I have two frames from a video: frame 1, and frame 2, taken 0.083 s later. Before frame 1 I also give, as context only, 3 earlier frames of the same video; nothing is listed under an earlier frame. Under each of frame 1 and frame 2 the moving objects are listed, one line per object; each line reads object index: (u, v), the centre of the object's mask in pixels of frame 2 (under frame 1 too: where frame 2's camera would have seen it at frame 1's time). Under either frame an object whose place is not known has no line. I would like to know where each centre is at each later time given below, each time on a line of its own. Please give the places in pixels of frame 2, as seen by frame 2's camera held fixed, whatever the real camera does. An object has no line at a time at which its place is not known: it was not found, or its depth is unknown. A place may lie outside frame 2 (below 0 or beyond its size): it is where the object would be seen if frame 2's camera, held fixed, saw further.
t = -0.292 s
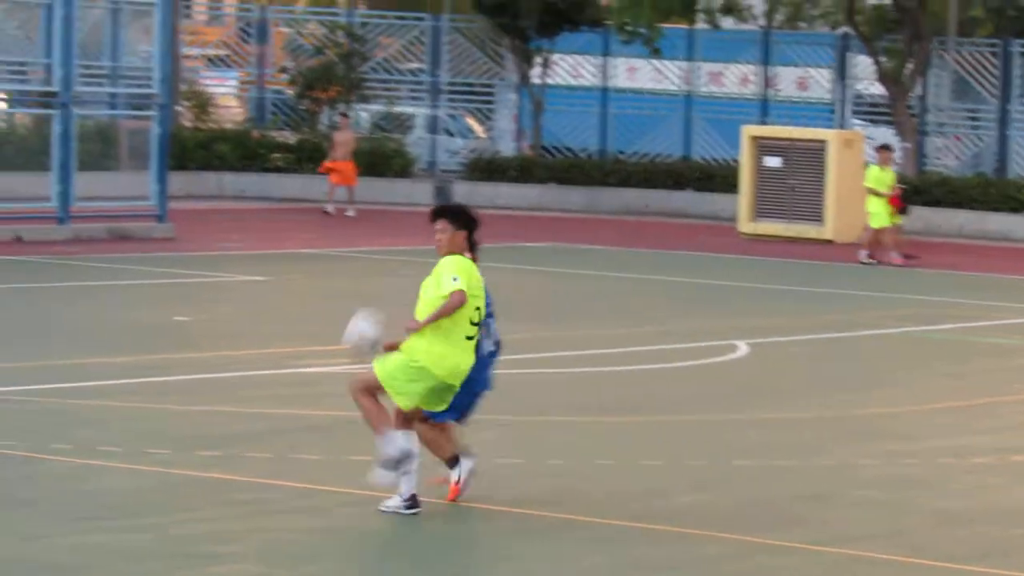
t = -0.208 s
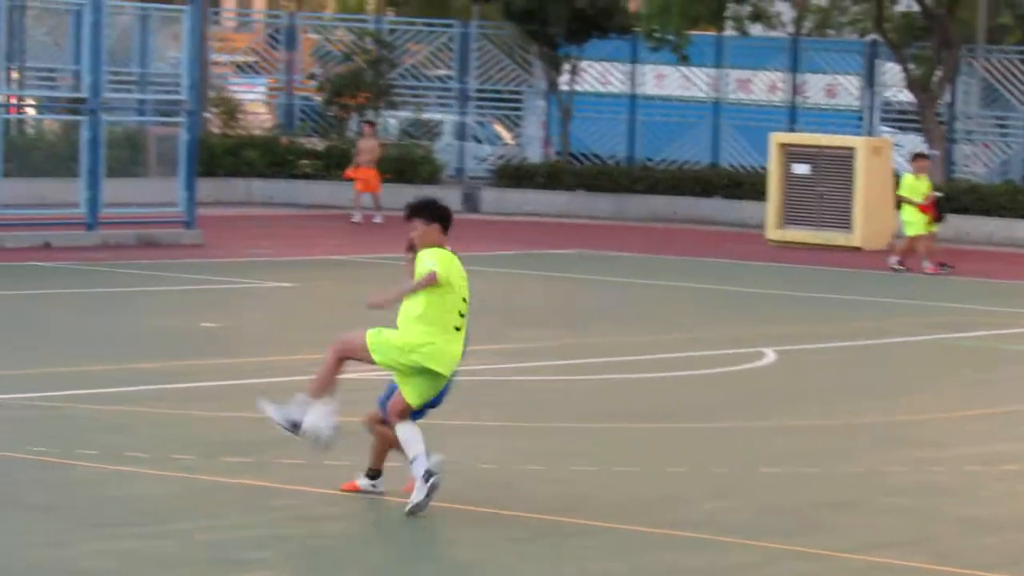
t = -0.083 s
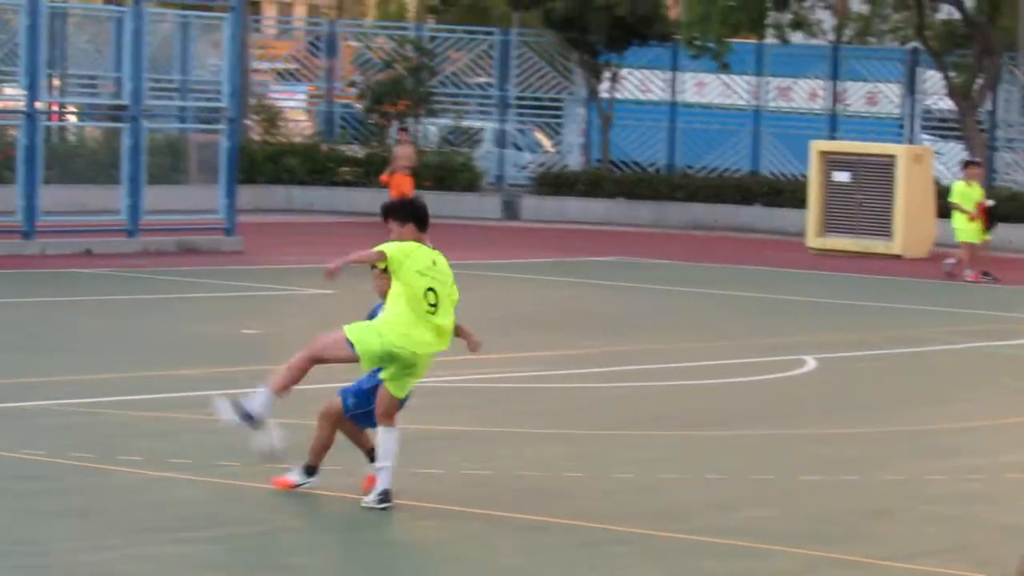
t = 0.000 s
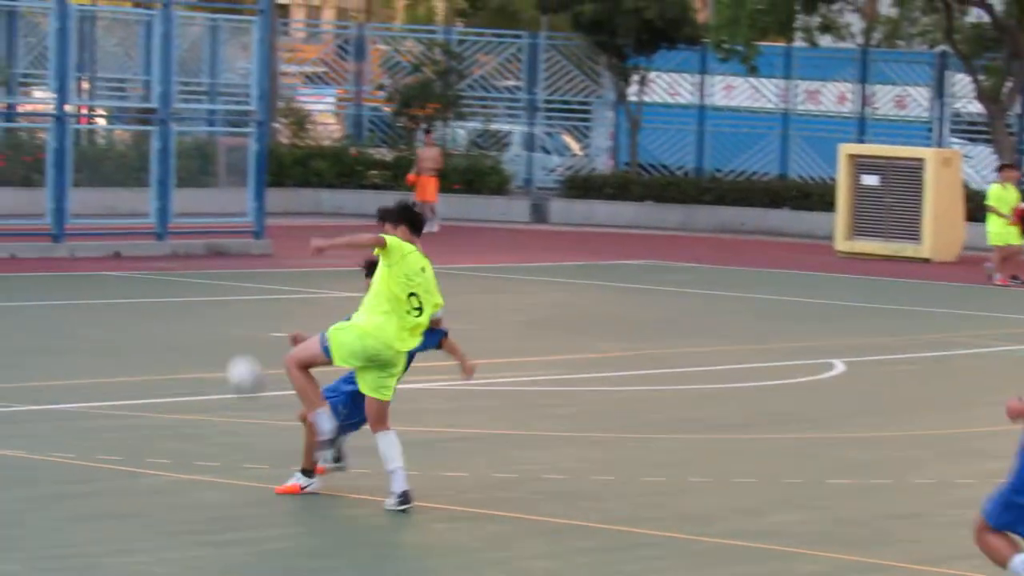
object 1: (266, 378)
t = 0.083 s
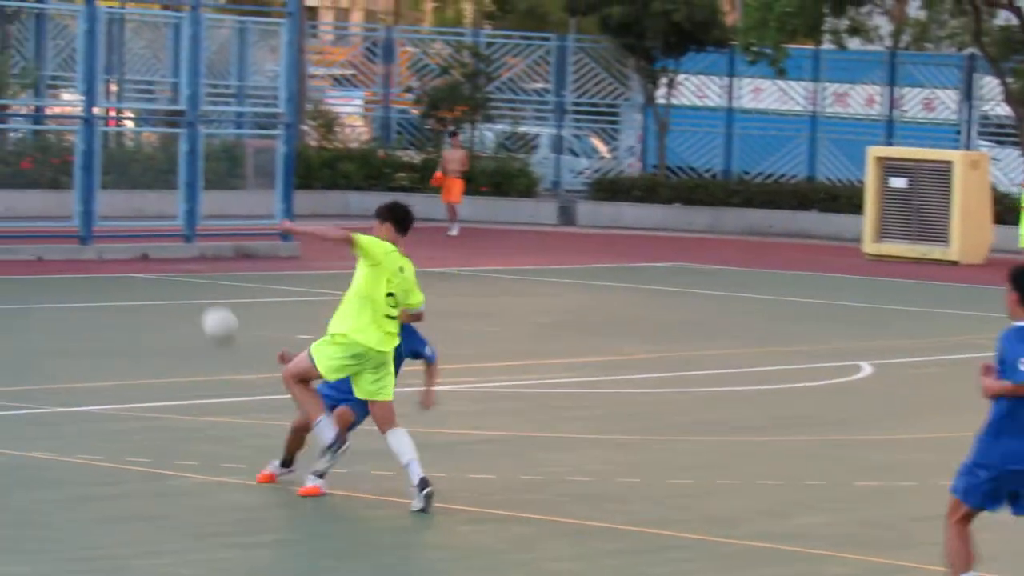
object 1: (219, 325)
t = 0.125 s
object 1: (196, 303)
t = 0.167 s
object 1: (171, 285)
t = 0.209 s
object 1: (148, 270)
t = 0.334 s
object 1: (67, 244)
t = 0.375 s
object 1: (44, 242)
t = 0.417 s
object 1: (19, 242)
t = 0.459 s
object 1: (-5, 245)
